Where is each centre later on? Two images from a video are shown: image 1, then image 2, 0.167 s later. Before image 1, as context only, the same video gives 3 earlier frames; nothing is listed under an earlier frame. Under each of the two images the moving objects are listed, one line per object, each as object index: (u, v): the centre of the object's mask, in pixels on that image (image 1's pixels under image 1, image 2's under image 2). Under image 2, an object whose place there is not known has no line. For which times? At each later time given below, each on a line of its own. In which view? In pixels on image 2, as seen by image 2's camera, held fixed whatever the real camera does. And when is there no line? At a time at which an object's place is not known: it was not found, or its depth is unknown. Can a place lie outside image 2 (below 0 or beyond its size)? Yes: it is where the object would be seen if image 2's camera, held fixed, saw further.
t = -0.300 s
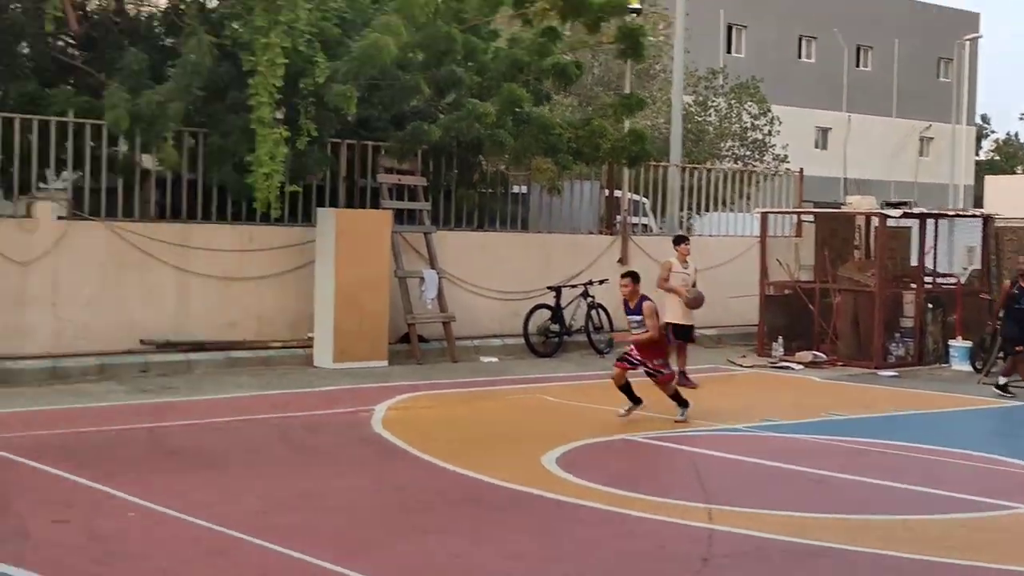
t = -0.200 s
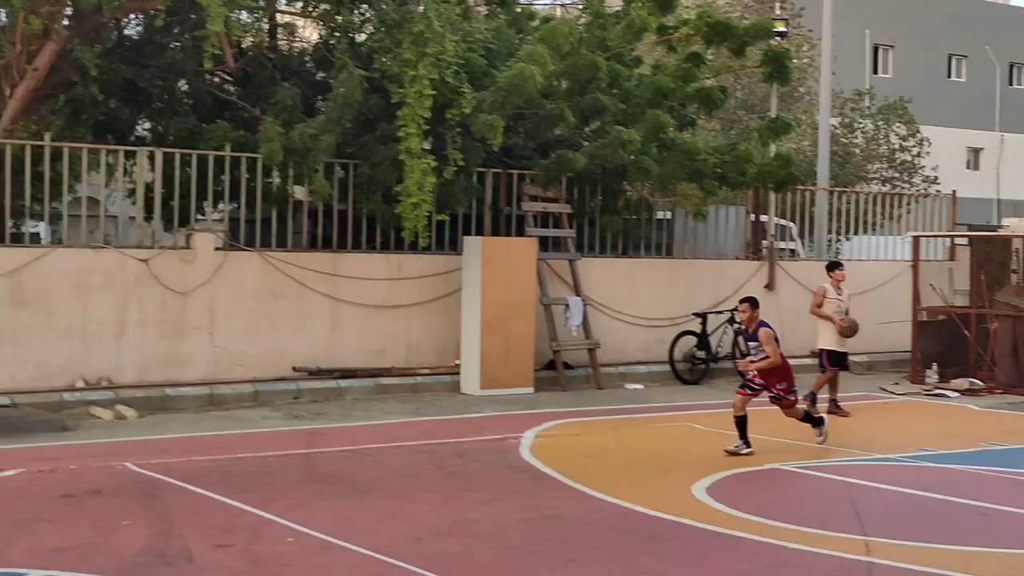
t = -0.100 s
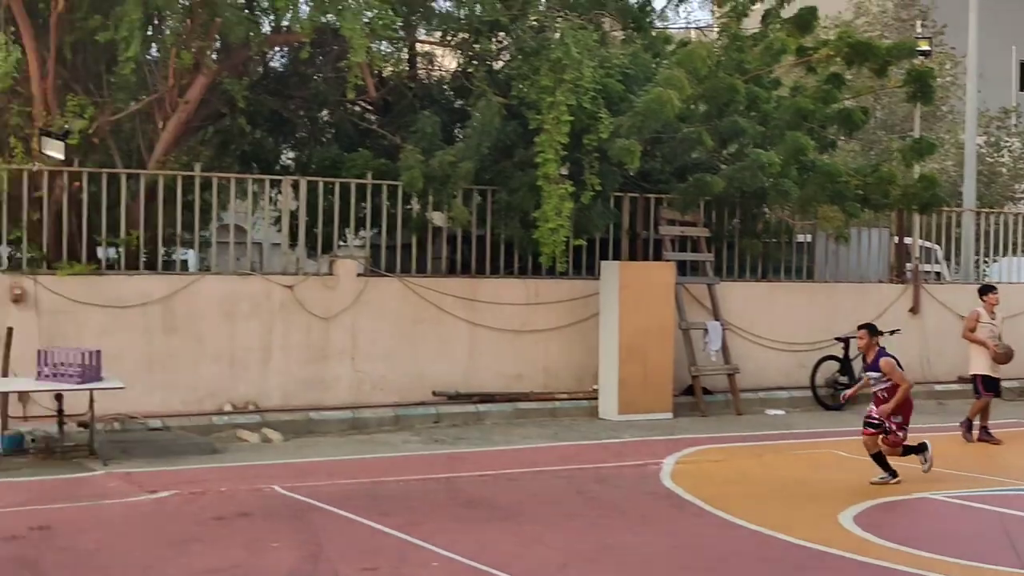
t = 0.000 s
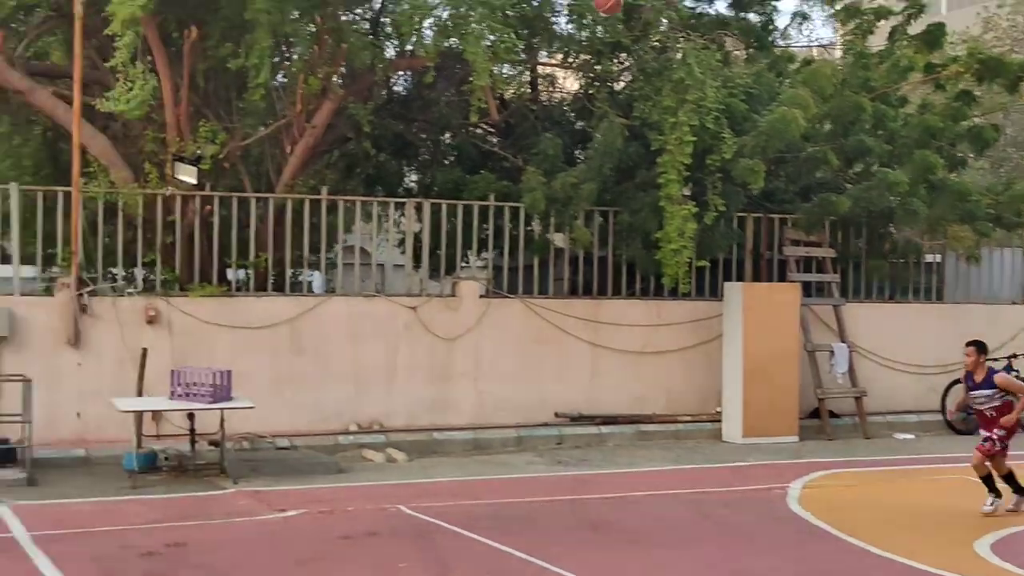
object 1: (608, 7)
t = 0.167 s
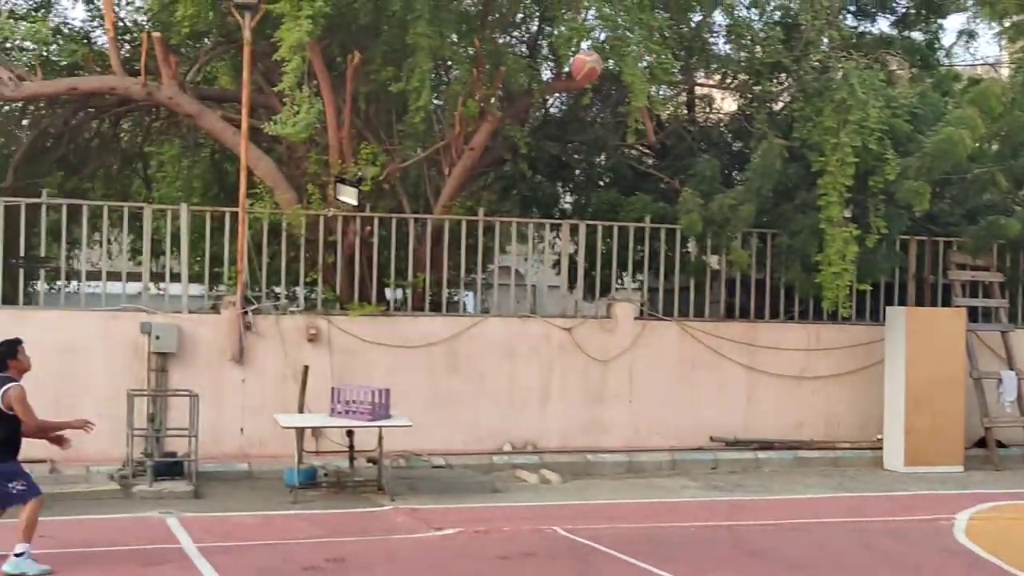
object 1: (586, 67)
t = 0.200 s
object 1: (548, 80)
